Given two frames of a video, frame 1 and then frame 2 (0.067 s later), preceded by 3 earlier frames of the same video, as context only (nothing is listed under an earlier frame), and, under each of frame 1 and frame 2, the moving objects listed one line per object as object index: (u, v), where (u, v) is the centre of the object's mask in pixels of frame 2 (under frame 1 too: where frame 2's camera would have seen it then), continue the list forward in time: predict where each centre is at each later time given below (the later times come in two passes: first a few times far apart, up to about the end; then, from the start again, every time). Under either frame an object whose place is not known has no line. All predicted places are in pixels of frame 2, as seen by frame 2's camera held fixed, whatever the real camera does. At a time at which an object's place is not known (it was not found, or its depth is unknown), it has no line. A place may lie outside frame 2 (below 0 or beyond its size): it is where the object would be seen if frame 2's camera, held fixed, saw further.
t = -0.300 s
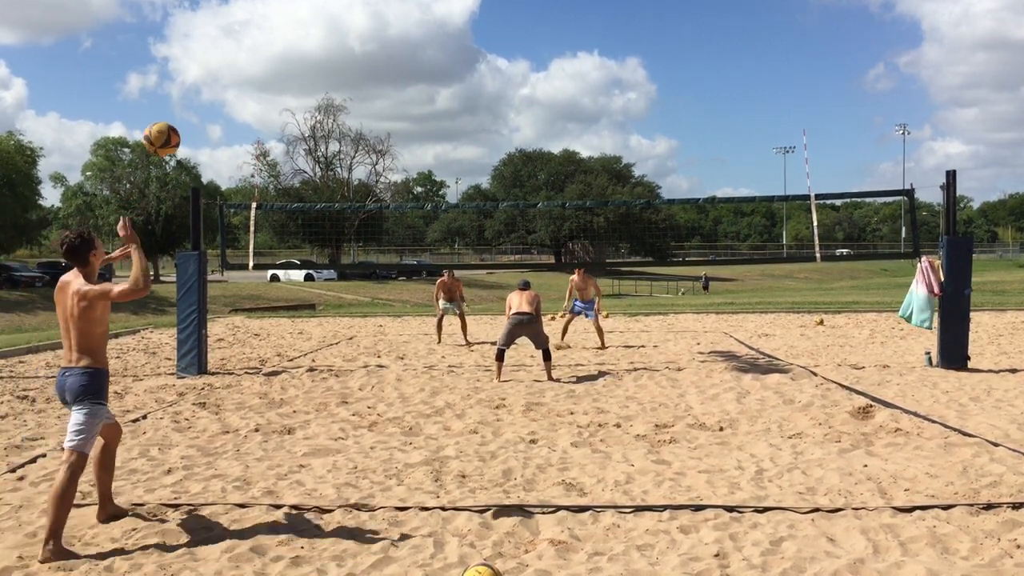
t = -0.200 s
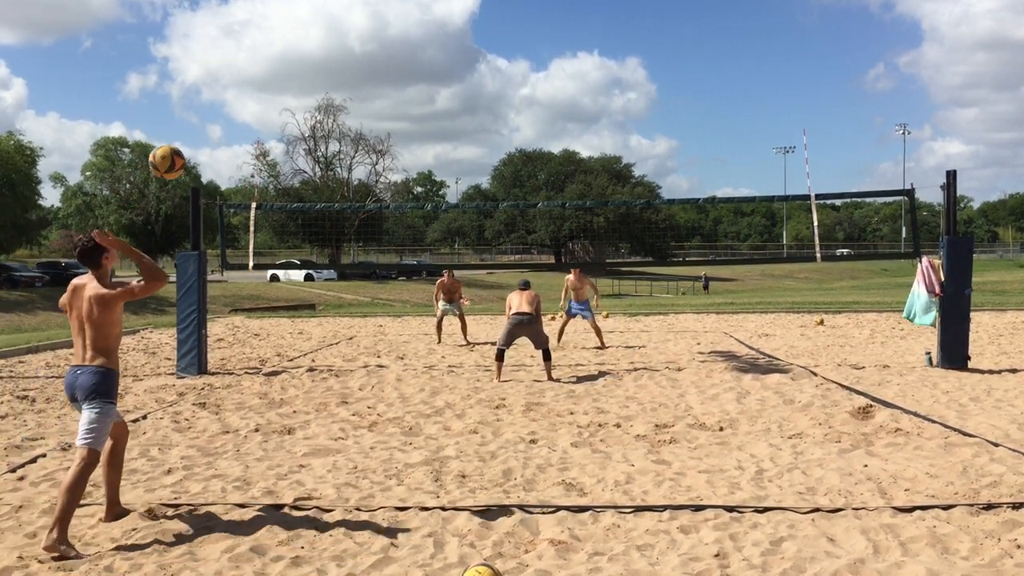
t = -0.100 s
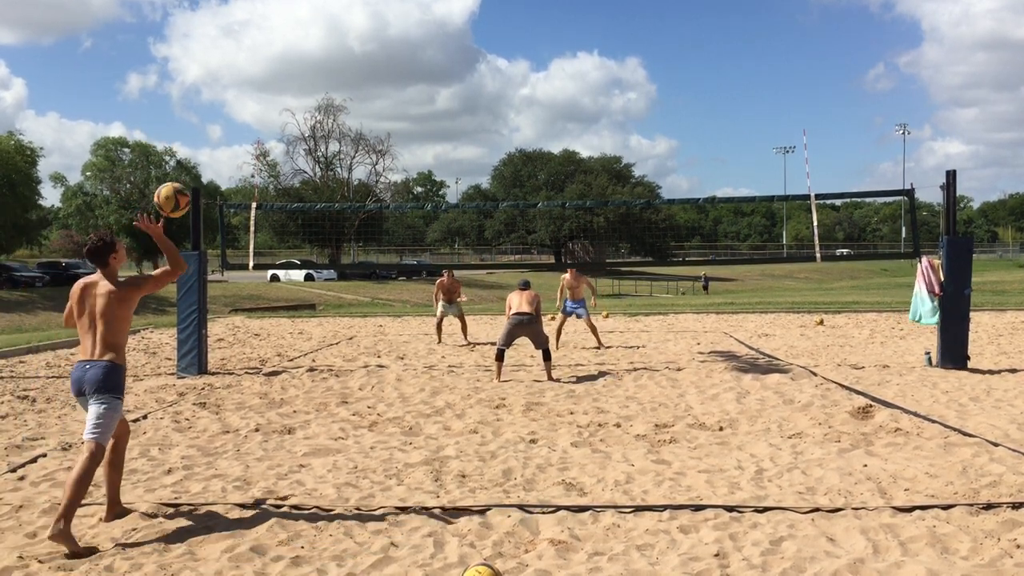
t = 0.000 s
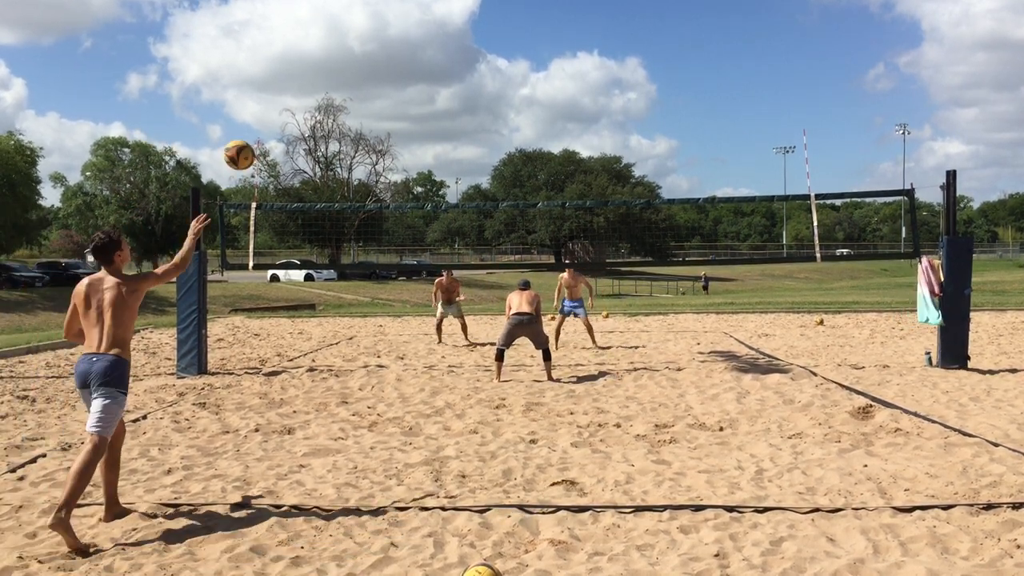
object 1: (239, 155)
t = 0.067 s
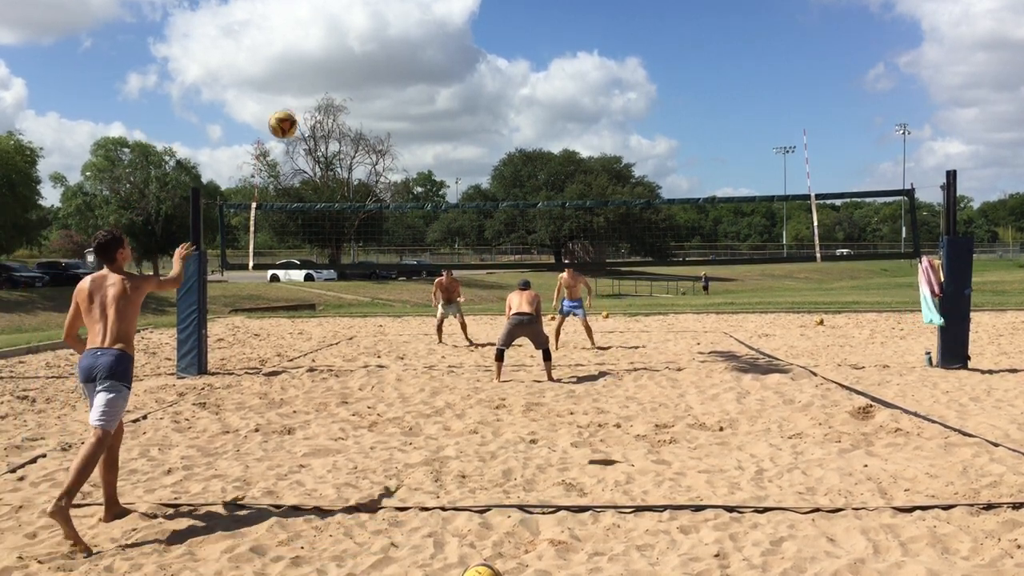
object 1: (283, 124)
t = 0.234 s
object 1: (363, 93)
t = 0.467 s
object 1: (430, 112)
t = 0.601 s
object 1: (453, 141)
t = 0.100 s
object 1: (301, 113)
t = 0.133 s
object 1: (319, 105)
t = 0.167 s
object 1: (335, 99)
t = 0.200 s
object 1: (350, 95)
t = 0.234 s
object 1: (363, 93)
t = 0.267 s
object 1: (375, 92)
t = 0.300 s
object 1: (387, 93)
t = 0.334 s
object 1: (397, 95)
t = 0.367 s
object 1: (406, 97)
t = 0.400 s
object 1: (415, 101)
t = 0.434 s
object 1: (422, 106)
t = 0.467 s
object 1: (430, 112)
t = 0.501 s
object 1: (436, 118)
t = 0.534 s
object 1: (442, 125)
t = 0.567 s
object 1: (448, 133)
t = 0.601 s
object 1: (453, 141)
